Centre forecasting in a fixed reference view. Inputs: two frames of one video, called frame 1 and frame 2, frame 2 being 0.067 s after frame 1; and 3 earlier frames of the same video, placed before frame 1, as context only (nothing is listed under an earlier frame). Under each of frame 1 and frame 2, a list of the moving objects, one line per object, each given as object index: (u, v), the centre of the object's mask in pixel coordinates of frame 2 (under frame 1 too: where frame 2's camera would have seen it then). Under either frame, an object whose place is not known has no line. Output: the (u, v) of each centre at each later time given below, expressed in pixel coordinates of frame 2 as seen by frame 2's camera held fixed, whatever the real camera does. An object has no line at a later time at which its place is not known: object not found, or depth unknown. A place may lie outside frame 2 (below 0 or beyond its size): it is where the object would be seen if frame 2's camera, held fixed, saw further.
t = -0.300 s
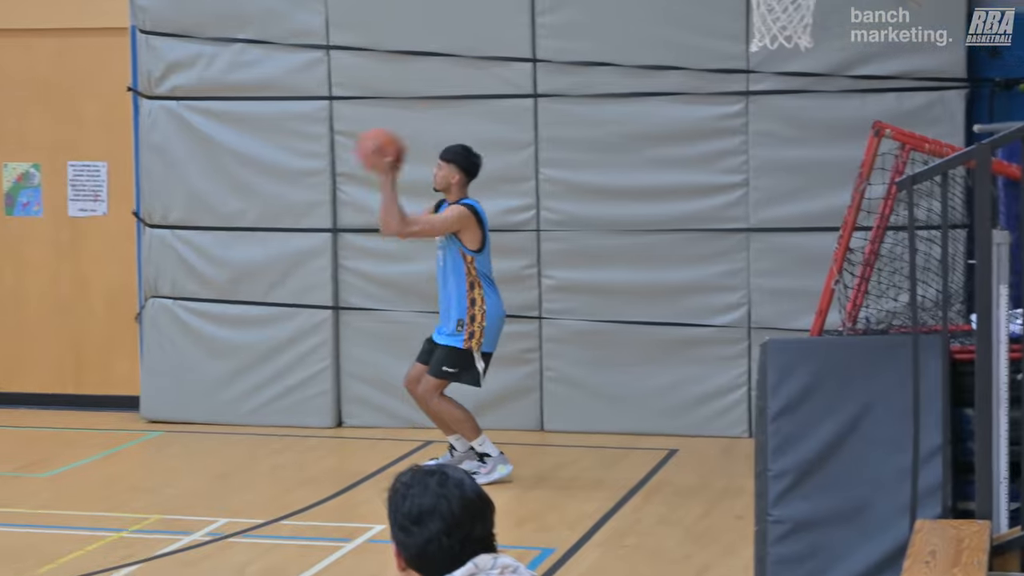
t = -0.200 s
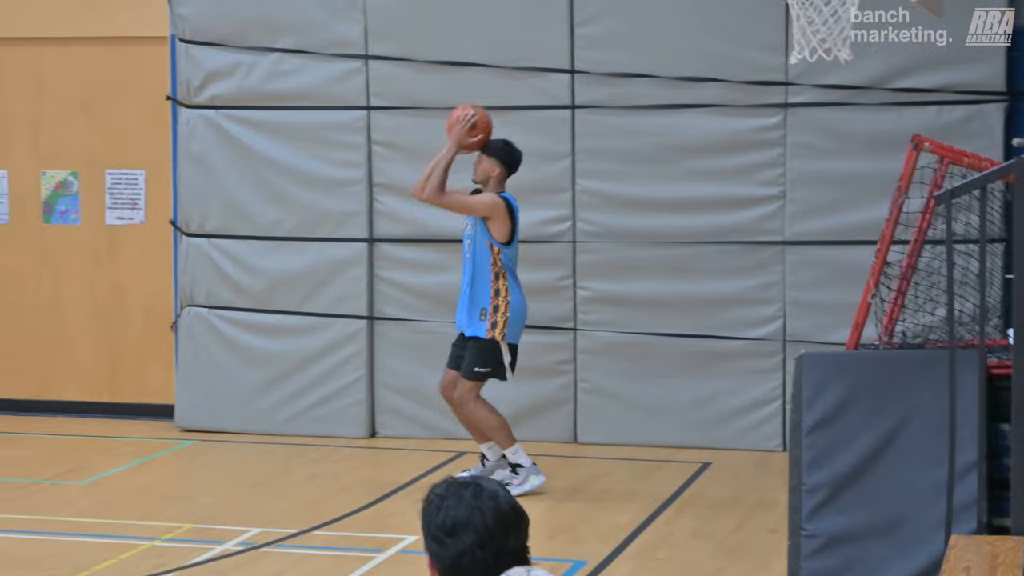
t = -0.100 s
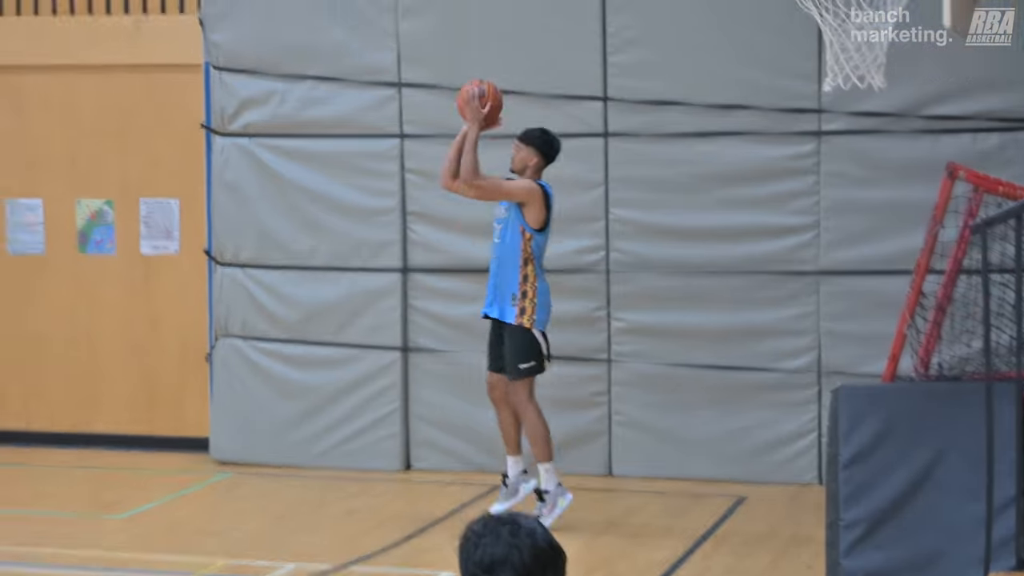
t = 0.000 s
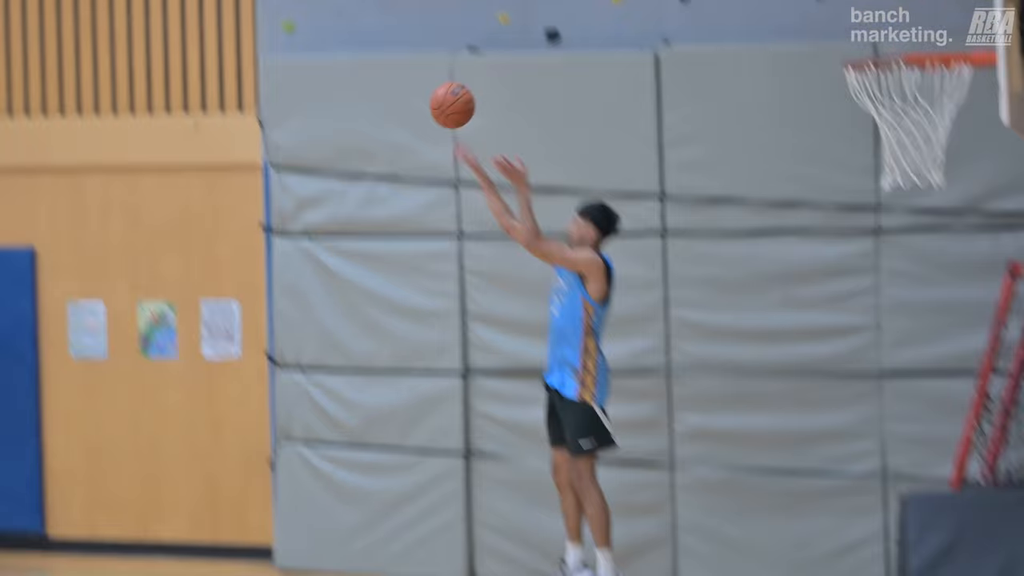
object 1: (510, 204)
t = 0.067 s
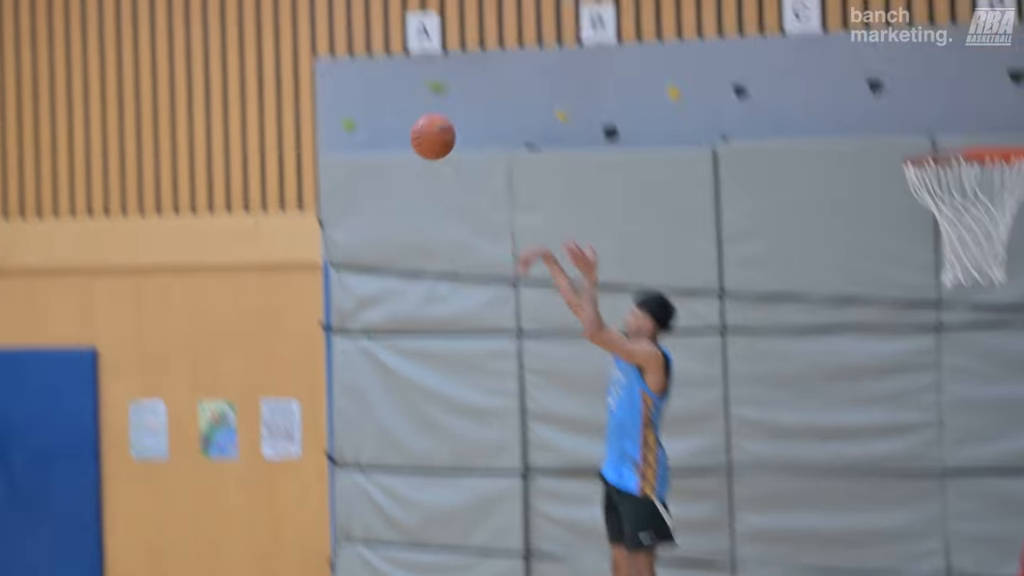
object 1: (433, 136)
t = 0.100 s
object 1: (394, 107)
